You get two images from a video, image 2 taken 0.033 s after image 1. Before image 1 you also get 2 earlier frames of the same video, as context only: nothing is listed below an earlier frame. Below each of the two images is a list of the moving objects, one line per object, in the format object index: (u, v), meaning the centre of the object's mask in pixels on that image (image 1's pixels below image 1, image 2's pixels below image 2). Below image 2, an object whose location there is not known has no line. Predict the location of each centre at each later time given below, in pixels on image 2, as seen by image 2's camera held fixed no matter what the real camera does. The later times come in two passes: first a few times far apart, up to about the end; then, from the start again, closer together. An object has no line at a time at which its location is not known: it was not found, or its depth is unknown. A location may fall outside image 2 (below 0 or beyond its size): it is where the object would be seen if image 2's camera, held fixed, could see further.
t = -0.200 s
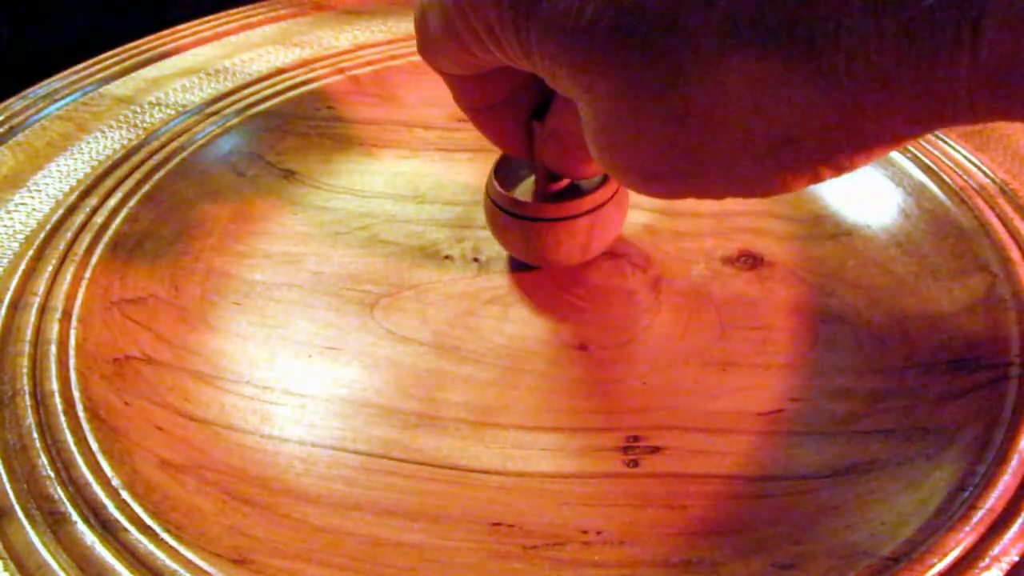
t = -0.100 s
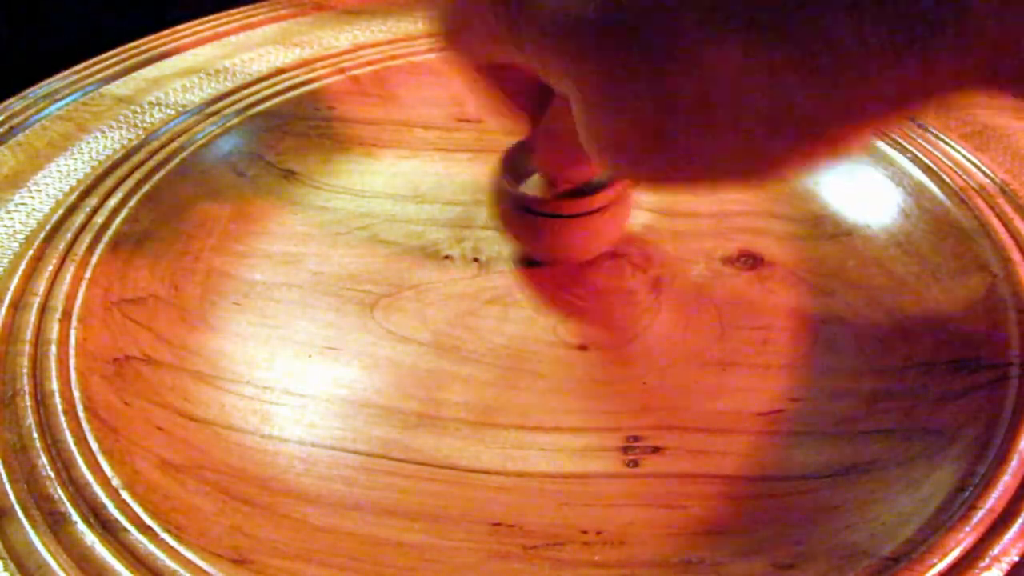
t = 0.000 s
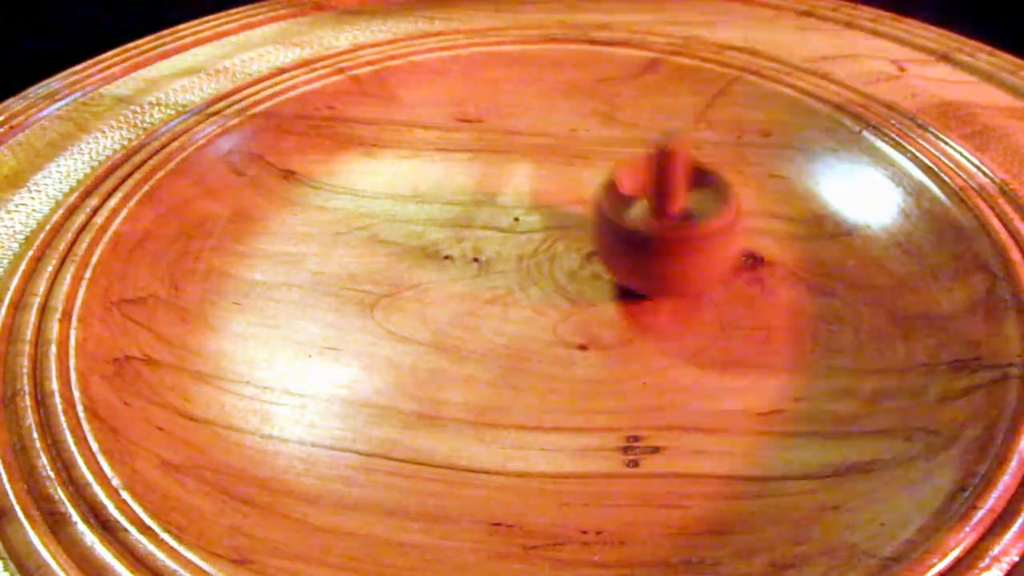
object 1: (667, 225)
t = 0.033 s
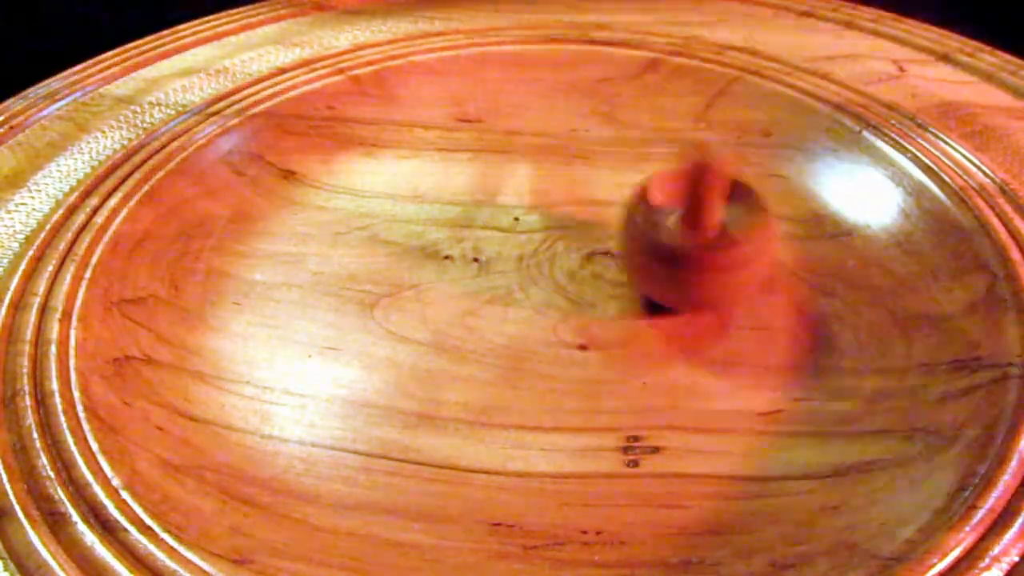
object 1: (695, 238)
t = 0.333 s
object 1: (819, 330)
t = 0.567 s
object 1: (791, 335)
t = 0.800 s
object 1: (653, 332)
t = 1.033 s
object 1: (510, 311)
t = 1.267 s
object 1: (405, 283)
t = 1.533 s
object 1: (383, 266)
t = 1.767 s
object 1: (454, 234)
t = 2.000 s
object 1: (534, 243)
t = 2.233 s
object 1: (534, 245)
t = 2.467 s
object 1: (509, 251)
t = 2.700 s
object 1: (446, 258)
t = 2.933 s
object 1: (430, 256)
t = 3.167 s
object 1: (449, 259)
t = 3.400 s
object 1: (503, 242)
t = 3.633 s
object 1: (518, 234)
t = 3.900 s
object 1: (505, 224)
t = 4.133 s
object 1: (499, 221)
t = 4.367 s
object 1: (497, 223)
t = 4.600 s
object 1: (499, 229)
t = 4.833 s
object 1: (499, 239)
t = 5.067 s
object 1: (497, 244)
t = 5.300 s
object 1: (500, 242)
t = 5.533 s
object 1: (507, 234)
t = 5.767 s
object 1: (519, 223)
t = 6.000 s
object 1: (525, 216)
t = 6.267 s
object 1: (506, 224)
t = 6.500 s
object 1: (481, 235)
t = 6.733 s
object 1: (467, 238)
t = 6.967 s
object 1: (478, 242)
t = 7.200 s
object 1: (512, 246)
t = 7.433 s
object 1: (535, 245)
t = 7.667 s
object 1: (534, 236)
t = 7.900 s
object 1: (516, 221)
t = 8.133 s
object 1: (501, 209)
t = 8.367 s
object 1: (495, 209)
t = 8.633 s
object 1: (493, 231)
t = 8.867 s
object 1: (485, 250)
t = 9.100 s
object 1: (478, 260)
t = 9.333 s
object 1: (495, 250)
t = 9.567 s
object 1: (531, 232)
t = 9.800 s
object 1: (554, 219)
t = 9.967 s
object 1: (561, 214)
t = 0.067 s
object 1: (726, 250)
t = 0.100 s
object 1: (752, 265)
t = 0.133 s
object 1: (772, 280)
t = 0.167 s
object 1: (788, 293)
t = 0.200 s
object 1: (794, 303)
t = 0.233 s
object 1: (803, 312)
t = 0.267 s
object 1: (811, 316)
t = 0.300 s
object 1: (816, 324)
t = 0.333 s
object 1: (819, 330)
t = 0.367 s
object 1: (814, 330)
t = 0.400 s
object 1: (810, 330)
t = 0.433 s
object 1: (803, 328)
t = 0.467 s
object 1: (799, 329)
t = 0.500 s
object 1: (797, 329)
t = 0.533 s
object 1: (795, 330)
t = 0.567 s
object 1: (791, 335)
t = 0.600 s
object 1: (776, 339)
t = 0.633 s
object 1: (759, 345)
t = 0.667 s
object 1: (734, 345)
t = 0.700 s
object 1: (714, 341)
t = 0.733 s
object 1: (687, 338)
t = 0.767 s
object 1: (670, 334)
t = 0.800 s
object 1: (653, 332)
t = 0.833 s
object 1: (642, 328)
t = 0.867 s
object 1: (622, 328)
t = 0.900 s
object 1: (599, 327)
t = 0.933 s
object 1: (574, 327)
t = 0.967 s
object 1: (530, 309)
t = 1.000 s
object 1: (523, 316)
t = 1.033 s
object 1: (510, 311)
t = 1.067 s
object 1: (493, 311)
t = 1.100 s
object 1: (468, 305)
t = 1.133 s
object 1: (455, 300)
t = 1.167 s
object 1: (441, 298)
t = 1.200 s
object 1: (421, 287)
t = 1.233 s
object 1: (414, 285)
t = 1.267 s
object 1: (405, 283)
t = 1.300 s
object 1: (393, 274)
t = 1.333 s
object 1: (394, 267)
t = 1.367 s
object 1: (393, 267)
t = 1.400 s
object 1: (389, 266)
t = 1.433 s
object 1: (391, 265)
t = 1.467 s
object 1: (394, 266)
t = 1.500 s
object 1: (389, 268)
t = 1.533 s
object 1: (383, 266)
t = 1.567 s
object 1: (386, 258)
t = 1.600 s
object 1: (392, 256)
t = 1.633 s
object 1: (395, 253)
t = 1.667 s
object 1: (399, 246)
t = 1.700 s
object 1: (412, 238)
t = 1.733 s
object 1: (436, 233)
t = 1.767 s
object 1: (454, 234)
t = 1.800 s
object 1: (468, 235)
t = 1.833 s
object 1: (482, 236)
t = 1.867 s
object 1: (494, 238)
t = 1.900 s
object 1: (505, 238)
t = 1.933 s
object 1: (518, 237)
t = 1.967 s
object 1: (530, 243)
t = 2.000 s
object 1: (534, 243)
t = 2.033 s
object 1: (537, 243)
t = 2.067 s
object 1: (535, 245)
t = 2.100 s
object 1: (535, 245)
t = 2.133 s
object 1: (534, 245)
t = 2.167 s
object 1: (533, 244)
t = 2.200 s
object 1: (534, 246)
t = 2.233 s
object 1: (534, 245)
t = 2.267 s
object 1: (534, 244)
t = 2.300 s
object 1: (534, 244)
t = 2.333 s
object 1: (533, 244)
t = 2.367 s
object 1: (528, 245)
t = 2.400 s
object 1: (522, 246)
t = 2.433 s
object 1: (515, 248)
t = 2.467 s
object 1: (509, 251)
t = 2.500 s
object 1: (498, 251)
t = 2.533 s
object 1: (492, 250)
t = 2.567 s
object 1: (484, 251)
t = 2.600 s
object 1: (473, 252)
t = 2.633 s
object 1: (464, 253)
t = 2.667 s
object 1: (455, 255)
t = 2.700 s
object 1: (446, 258)
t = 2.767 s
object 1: (432, 260)
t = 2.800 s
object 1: (429, 261)
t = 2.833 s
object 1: (430, 261)
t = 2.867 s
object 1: (431, 259)
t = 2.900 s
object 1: (431, 256)
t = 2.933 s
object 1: (430, 256)
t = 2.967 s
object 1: (429, 256)
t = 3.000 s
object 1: (426, 258)
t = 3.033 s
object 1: (426, 258)
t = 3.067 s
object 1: (425, 262)
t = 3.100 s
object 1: (430, 264)
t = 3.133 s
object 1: (438, 265)
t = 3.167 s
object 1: (449, 259)
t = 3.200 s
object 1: (459, 259)
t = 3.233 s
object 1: (459, 254)
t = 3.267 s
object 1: (466, 257)
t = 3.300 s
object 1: (480, 248)
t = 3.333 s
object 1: (483, 246)
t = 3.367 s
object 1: (492, 241)
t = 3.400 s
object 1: (503, 242)
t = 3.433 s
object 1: (507, 237)
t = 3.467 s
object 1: (517, 234)
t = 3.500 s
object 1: (519, 240)
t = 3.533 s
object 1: (523, 234)
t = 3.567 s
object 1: (521, 234)
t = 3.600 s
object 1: (521, 230)
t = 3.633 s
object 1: (518, 234)
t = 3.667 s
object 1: (516, 230)
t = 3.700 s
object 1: (515, 230)
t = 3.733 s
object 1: (512, 230)
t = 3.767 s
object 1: (512, 229)
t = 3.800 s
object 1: (508, 229)
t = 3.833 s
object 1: (509, 226)
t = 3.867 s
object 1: (505, 227)
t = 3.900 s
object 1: (505, 224)
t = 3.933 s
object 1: (502, 227)
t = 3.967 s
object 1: (502, 223)
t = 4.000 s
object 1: (500, 226)
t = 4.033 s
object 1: (500, 222)
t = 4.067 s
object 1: (500, 224)
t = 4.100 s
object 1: (498, 223)
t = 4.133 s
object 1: (499, 221)
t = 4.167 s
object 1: (497, 222)
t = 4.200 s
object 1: (498, 220)
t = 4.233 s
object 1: (497, 222)
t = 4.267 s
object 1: (498, 220)
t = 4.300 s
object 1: (496, 222)
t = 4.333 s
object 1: (498, 220)
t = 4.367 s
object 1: (497, 223)
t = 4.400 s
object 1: (497, 221)
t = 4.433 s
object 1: (498, 223)
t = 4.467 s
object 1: (497, 224)
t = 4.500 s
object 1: (499, 224)
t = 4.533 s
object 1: (498, 227)
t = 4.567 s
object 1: (500, 225)
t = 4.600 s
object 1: (499, 229)
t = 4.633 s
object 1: (500, 229)
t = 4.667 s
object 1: (500, 233)
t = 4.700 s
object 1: (501, 230)
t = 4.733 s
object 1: (501, 235)
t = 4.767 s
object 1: (500, 235)
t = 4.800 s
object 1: (501, 237)
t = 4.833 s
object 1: (499, 239)
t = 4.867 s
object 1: (500, 239)
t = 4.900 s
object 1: (499, 242)
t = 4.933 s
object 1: (499, 241)
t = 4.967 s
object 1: (498, 245)
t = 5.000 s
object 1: (498, 242)
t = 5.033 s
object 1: (498, 246)
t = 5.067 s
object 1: (497, 244)
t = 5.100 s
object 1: (498, 247)
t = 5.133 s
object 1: (496, 247)
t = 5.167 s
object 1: (498, 245)
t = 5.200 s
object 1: (497, 248)
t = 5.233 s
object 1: (499, 244)
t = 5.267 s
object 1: (499, 247)
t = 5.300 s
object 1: (500, 242)
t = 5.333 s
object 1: (501, 245)
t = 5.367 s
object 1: (500, 243)
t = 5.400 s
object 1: (503, 241)
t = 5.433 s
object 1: (502, 241)
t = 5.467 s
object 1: (504, 236)
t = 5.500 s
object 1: (506, 239)
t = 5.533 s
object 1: (507, 234)
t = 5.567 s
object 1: (509, 234)
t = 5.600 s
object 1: (510, 234)
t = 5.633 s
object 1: (511, 229)
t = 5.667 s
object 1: (514, 230)
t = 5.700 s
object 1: (515, 227)
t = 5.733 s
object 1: (517, 227)
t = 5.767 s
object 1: (519, 223)
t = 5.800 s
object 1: (521, 223)
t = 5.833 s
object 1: (522, 220)
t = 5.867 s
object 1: (524, 220)
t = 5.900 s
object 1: (523, 219)
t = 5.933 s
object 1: (526, 217)
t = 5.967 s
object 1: (525, 219)
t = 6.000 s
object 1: (525, 216)
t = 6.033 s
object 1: (523, 219)
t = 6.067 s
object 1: (521, 217)
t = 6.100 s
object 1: (521, 219)
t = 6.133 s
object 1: (517, 219)
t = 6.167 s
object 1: (516, 219)
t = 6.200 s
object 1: (512, 223)
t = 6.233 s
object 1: (510, 222)
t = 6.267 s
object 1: (506, 224)
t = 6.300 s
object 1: (503, 226)
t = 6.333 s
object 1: (498, 225)
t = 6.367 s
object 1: (495, 228)
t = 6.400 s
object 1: (491, 228)
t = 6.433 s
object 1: (487, 232)
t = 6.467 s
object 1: (484, 231)
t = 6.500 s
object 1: (481, 235)
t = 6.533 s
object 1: (478, 235)
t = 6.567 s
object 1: (477, 236)
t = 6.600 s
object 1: (473, 238)
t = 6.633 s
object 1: (471, 236)
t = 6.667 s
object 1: (469, 239)
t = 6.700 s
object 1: (468, 239)
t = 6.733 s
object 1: (467, 238)
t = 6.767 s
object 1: (468, 241)
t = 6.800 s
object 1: (468, 239)
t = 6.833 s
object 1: (469, 241)
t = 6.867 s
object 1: (470, 240)
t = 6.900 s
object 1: (472, 241)
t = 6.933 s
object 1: (475, 244)
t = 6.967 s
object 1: (478, 242)
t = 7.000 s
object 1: (483, 246)
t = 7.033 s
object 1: (487, 243)
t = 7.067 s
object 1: (492, 247)
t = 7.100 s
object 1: (496, 245)
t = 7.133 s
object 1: (502, 247)
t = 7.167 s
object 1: (505, 248)
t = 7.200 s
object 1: (512, 246)
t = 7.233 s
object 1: (516, 249)
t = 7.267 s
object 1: (520, 245)
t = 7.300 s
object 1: (524, 248)
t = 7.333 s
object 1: (527, 248)
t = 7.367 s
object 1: (531, 246)
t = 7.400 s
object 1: (532, 248)
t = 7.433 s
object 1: (535, 245)
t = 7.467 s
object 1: (536, 246)
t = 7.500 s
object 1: (536, 244)
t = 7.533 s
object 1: (538, 242)
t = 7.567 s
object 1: (536, 243)
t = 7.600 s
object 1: (537, 238)
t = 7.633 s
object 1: (536, 238)
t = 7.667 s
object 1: (534, 236)
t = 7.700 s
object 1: (533, 232)
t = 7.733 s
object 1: (529, 232)
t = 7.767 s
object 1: (528, 227)
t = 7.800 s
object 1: (525, 227)
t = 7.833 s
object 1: (522, 224)
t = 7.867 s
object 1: (520, 221)
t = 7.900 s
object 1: (516, 221)
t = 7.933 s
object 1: (514, 215)
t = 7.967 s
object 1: (511, 216)
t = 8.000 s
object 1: (508, 213)
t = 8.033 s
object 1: (507, 211)
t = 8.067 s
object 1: (504, 210)
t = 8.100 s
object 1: (503, 206)
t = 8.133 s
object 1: (501, 209)
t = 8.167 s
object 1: (499, 207)
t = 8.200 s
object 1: (499, 206)
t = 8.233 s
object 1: (496, 208)
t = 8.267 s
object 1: (497, 205)
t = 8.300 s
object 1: (495, 209)
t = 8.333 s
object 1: (494, 208)
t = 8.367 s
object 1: (495, 209)
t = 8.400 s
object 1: (493, 213)
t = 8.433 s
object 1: (494, 211)
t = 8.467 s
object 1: (494, 217)
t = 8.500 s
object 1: (493, 218)
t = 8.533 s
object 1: (494, 221)
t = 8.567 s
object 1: (493, 225)
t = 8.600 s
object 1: (494, 226)
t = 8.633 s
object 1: (493, 231)
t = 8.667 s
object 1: (492, 232)
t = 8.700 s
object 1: (493, 235)
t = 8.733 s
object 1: (491, 240)
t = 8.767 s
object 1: (490, 242)
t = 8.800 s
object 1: (488, 244)
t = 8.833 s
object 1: (488, 248)
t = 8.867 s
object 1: (485, 250)
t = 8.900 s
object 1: (484, 251)
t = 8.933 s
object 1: (482, 256)
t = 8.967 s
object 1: (479, 255)
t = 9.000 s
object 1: (479, 259)
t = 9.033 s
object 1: (478, 257)
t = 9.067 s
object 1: (478, 261)
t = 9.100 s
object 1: (478, 260)
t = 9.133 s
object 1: (480, 259)
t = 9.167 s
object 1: (479, 261)
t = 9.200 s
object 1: (482, 258)
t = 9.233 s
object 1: (484, 257)
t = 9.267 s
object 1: (487, 257)
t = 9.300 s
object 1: (490, 253)
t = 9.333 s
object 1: (495, 250)
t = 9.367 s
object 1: (500, 250)
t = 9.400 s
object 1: (503, 245)
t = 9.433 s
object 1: (510, 244)
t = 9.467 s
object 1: (514, 242)
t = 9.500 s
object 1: (520, 238)
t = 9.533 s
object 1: (526, 235)
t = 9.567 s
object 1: (531, 232)
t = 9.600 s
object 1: (533, 231)
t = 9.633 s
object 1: (540, 226)
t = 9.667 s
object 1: (543, 225)
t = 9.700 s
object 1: (545, 223)
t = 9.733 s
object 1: (550, 219)
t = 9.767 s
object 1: (552, 219)
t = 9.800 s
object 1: (554, 219)
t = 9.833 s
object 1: (556, 215)
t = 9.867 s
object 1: (559, 215)
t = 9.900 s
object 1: (560, 216)
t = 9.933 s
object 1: (559, 212)
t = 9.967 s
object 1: (561, 214)
